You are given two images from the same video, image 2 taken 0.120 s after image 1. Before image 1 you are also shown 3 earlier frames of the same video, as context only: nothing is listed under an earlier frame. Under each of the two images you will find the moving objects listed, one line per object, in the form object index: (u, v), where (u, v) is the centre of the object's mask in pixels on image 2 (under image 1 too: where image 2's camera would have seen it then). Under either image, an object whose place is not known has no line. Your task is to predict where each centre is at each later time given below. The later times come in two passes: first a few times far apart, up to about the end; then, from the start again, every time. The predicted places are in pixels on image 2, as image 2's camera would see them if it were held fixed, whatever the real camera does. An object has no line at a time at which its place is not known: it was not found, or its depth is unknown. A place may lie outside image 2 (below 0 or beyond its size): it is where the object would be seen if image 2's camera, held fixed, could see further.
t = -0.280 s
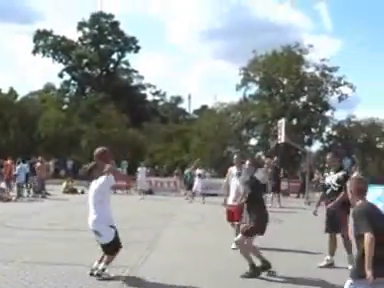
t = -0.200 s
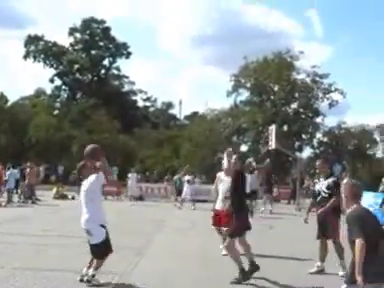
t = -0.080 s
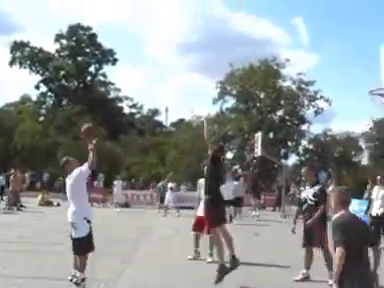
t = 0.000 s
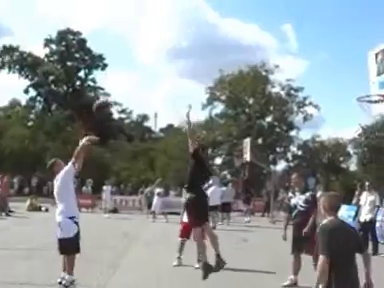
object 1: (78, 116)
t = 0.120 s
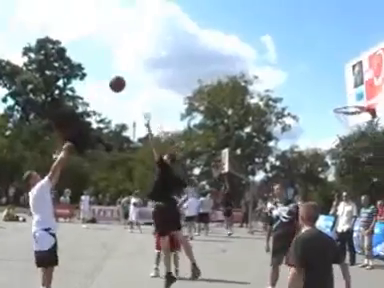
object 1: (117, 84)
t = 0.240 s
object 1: (154, 60)
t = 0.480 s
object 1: (222, 41)
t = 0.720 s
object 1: (286, 57)
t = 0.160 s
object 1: (129, 75)
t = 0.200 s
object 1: (142, 67)
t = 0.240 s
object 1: (154, 60)
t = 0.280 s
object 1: (166, 54)
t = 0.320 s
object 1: (178, 49)
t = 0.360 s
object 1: (190, 45)
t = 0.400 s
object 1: (201, 42)
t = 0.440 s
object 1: (212, 41)
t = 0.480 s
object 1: (222, 41)
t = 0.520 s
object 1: (233, 42)
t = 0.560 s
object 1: (244, 43)
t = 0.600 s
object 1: (254, 46)
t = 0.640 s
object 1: (264, 49)
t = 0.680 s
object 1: (275, 53)
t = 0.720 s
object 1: (286, 57)
